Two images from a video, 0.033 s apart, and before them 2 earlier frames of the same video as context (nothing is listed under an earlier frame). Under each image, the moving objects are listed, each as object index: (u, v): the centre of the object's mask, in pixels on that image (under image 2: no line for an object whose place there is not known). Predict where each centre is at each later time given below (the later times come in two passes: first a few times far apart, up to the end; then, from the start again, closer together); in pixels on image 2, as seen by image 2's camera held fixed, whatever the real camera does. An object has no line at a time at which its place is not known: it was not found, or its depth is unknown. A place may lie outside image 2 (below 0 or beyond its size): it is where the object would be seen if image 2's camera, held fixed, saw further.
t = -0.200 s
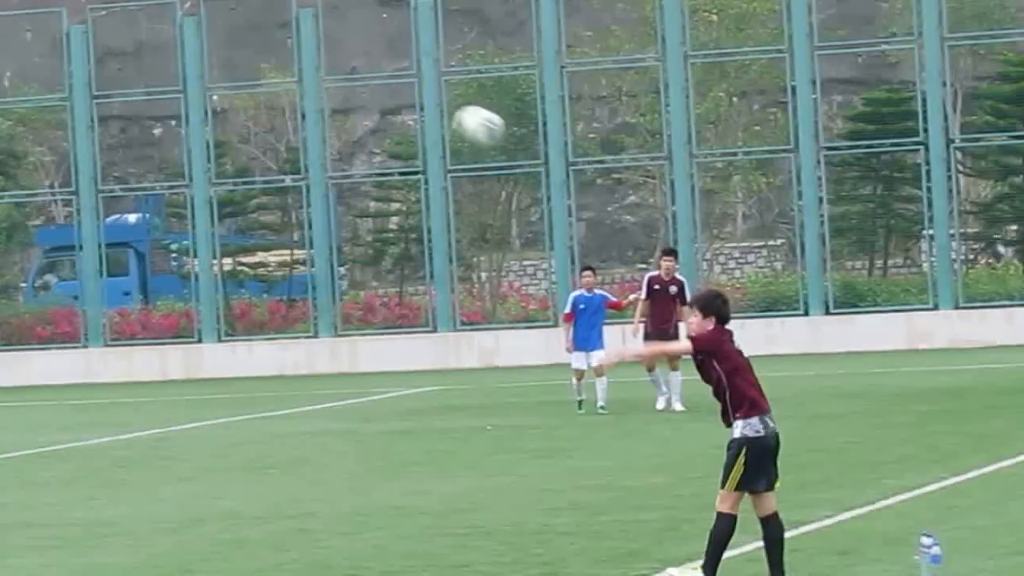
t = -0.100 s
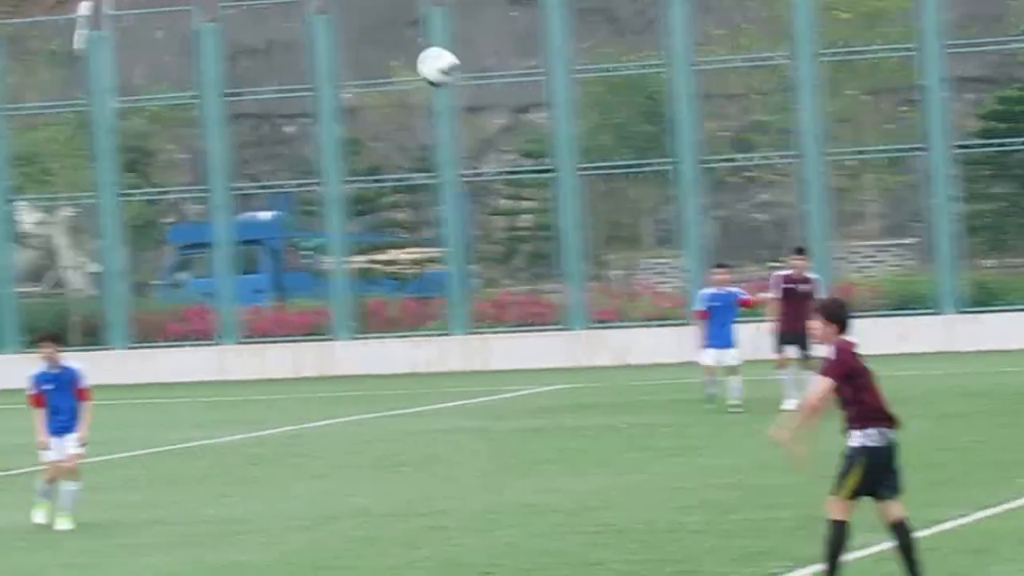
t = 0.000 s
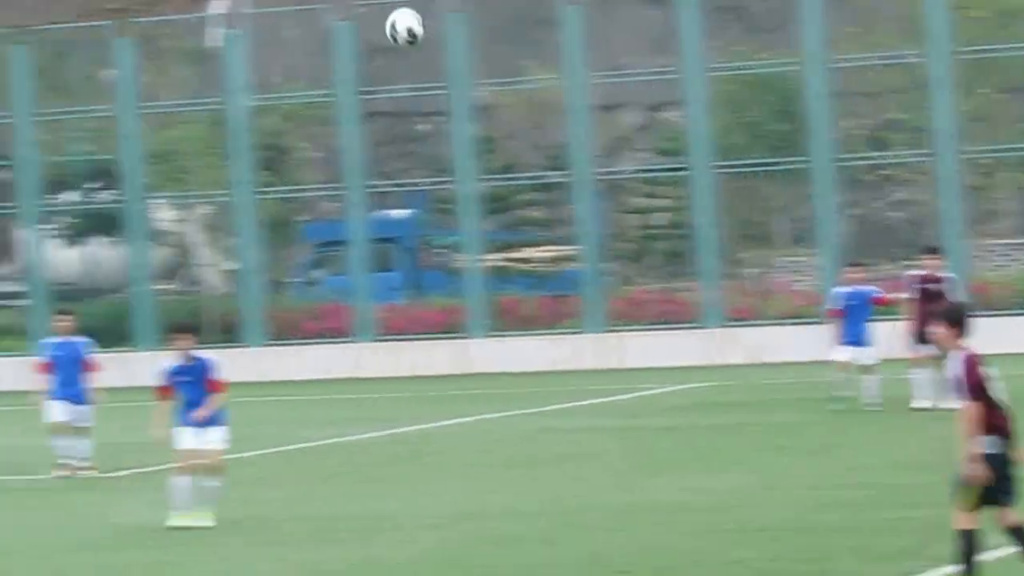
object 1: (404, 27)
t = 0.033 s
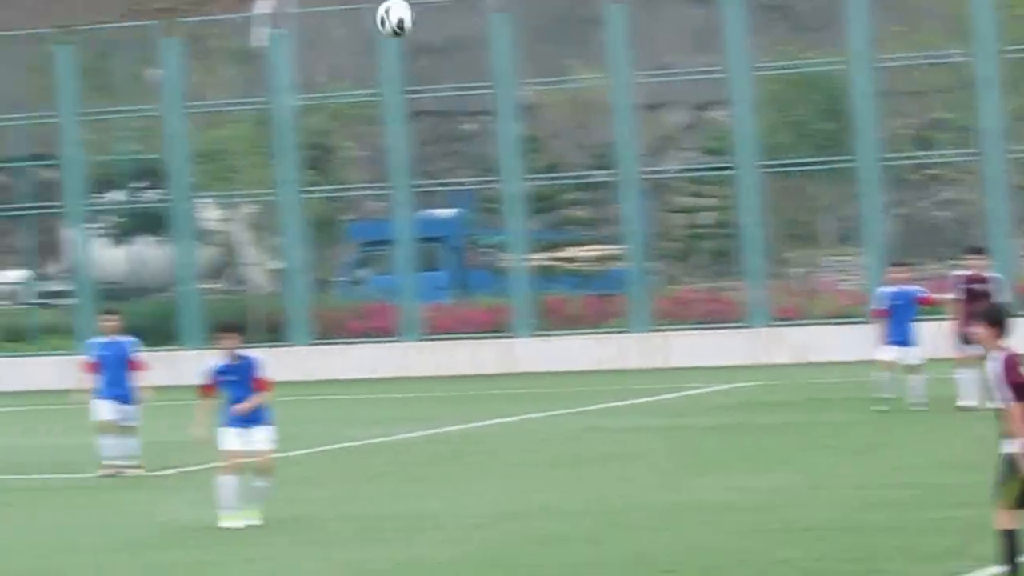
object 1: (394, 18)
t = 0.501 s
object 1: (-360, 59)
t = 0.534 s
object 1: (-414, 76)
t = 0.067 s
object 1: (339, 13)
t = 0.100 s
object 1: (286, 10)
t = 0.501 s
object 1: (-360, 59)
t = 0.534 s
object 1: (-414, 76)
